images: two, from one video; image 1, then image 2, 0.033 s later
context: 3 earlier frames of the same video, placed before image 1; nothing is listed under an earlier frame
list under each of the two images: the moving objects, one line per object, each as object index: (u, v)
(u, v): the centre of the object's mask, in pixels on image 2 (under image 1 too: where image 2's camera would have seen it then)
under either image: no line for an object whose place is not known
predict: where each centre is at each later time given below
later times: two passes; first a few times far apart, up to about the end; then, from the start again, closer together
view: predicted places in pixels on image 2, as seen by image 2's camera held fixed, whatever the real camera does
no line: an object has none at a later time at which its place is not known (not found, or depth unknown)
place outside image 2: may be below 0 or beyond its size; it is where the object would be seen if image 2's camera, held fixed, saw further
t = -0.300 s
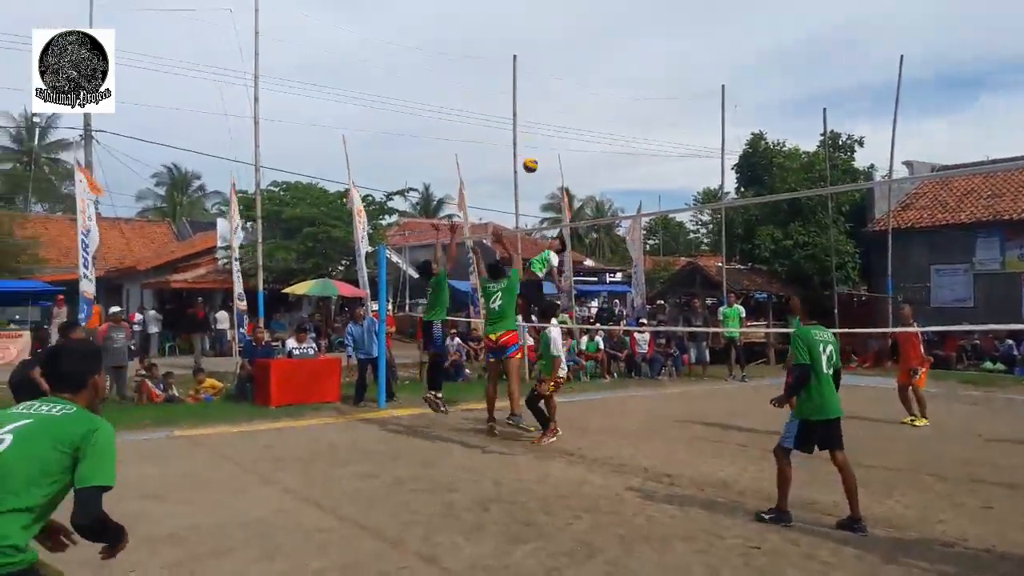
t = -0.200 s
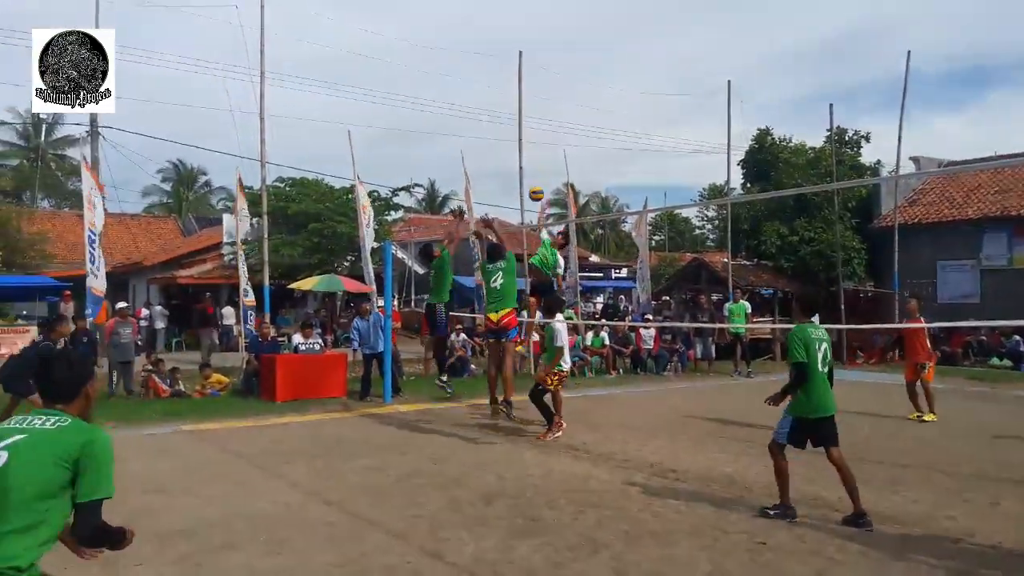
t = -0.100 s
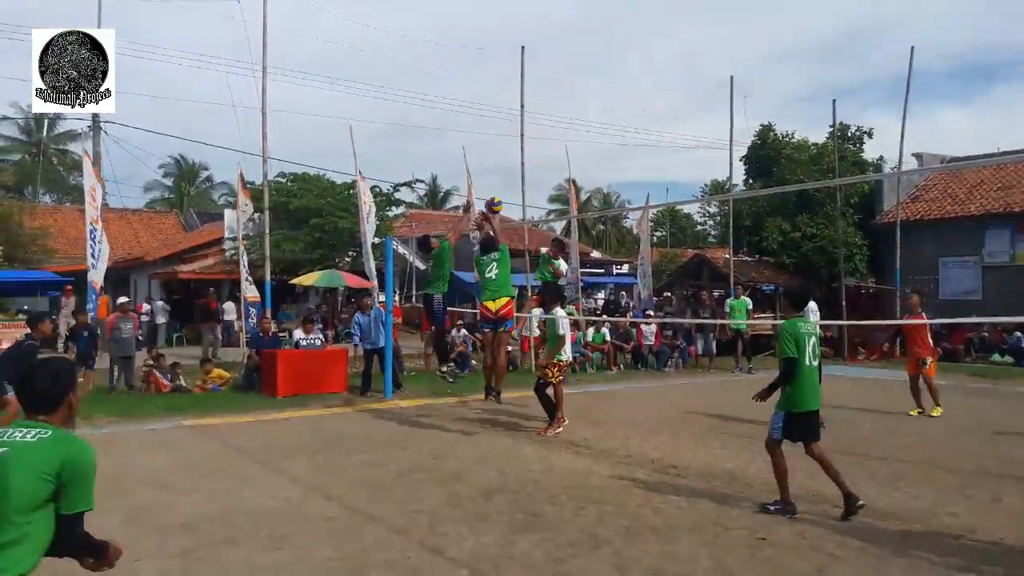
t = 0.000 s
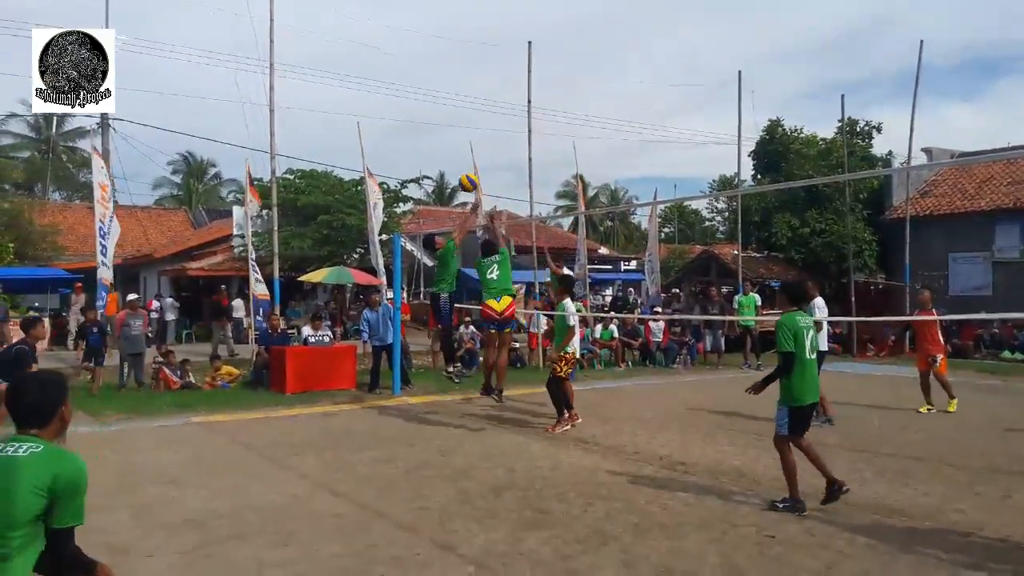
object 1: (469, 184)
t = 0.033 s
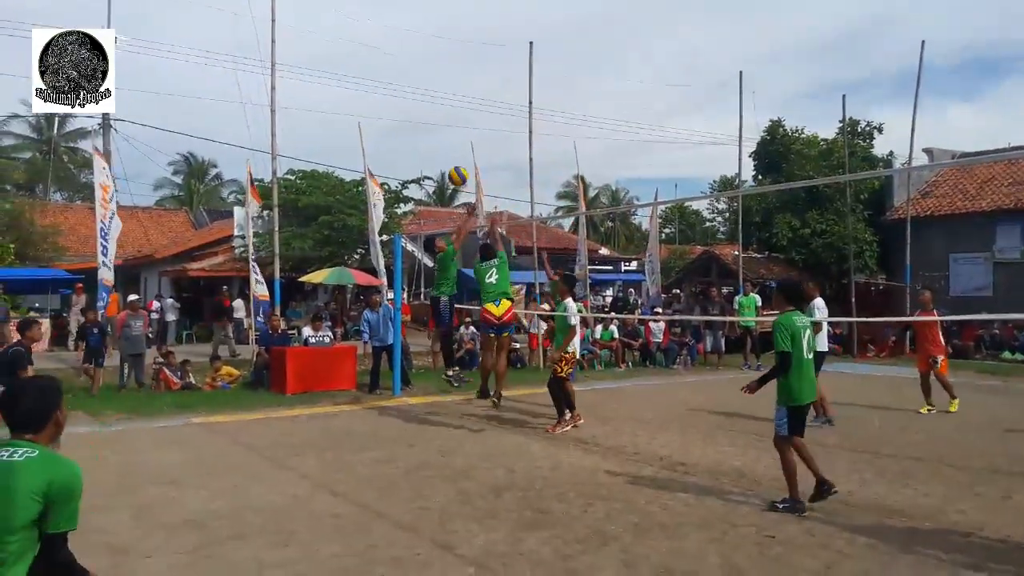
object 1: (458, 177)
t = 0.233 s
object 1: (375, 157)
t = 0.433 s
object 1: (249, 201)
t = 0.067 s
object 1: (446, 170)
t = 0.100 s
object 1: (433, 166)
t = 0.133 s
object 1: (420, 162)
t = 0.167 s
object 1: (406, 159)
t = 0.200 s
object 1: (392, 157)
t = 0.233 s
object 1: (375, 157)
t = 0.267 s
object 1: (358, 158)
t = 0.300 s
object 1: (340, 162)
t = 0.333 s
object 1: (320, 168)
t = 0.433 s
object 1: (249, 201)
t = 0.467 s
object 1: (221, 217)
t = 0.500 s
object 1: (191, 238)
